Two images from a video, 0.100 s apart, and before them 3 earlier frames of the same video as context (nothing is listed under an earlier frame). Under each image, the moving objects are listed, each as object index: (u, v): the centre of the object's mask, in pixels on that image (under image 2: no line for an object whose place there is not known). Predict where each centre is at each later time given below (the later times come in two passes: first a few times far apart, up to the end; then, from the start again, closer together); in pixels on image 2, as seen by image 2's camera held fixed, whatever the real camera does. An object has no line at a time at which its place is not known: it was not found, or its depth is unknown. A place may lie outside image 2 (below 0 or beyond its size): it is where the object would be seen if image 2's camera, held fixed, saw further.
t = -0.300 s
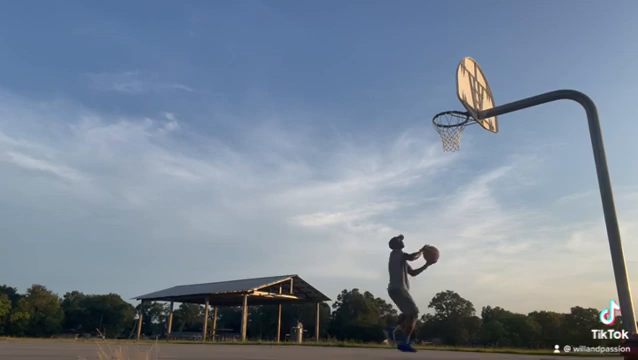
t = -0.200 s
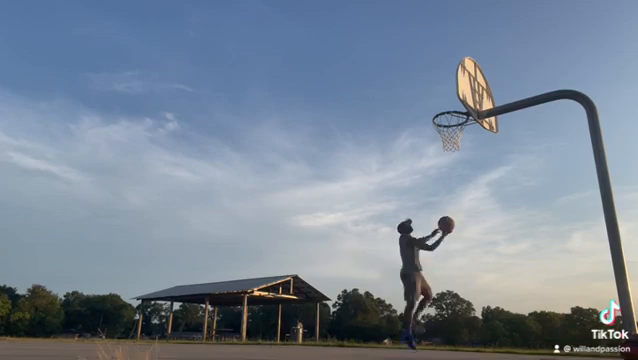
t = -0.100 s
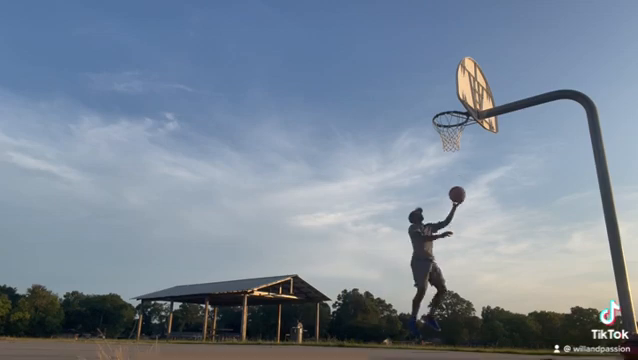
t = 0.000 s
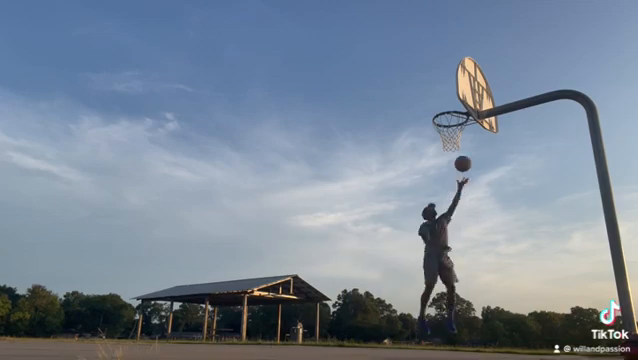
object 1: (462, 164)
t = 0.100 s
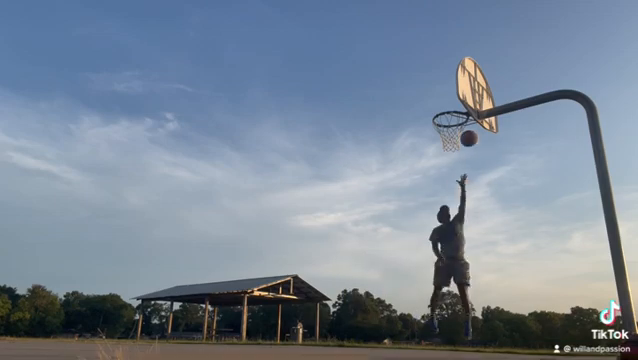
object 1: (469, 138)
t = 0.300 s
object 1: (465, 110)
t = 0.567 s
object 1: (447, 119)
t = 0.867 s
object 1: (446, 134)
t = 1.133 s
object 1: (459, 172)
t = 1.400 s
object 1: (476, 264)
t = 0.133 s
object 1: (471, 131)
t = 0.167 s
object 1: (472, 126)
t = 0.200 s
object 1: (473, 122)
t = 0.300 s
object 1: (465, 110)
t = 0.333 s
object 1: (463, 108)
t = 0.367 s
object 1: (462, 110)
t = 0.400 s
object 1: (460, 110)
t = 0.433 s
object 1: (457, 111)
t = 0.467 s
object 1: (454, 113)
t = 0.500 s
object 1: (450, 117)
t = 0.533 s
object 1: (448, 119)
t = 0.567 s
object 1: (447, 119)
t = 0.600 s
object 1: (445, 120)
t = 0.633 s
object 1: (444, 123)
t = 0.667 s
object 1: (443, 126)
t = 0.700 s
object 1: (442, 128)
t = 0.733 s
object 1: (442, 129)
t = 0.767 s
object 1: (443, 130)
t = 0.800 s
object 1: (444, 130)
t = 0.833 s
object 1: (445, 131)
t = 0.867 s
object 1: (446, 134)
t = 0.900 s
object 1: (448, 135)
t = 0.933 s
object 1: (449, 138)
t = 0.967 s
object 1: (450, 142)
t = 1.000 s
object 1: (452, 146)
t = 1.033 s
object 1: (454, 151)
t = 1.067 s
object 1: (455, 157)
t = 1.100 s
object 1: (457, 164)
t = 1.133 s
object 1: (459, 172)
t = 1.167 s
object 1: (460, 180)
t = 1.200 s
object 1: (462, 189)
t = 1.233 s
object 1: (464, 199)
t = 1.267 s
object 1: (466, 210)
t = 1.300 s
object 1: (469, 222)
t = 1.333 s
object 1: (471, 235)
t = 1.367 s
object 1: (473, 249)
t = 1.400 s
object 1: (476, 264)
